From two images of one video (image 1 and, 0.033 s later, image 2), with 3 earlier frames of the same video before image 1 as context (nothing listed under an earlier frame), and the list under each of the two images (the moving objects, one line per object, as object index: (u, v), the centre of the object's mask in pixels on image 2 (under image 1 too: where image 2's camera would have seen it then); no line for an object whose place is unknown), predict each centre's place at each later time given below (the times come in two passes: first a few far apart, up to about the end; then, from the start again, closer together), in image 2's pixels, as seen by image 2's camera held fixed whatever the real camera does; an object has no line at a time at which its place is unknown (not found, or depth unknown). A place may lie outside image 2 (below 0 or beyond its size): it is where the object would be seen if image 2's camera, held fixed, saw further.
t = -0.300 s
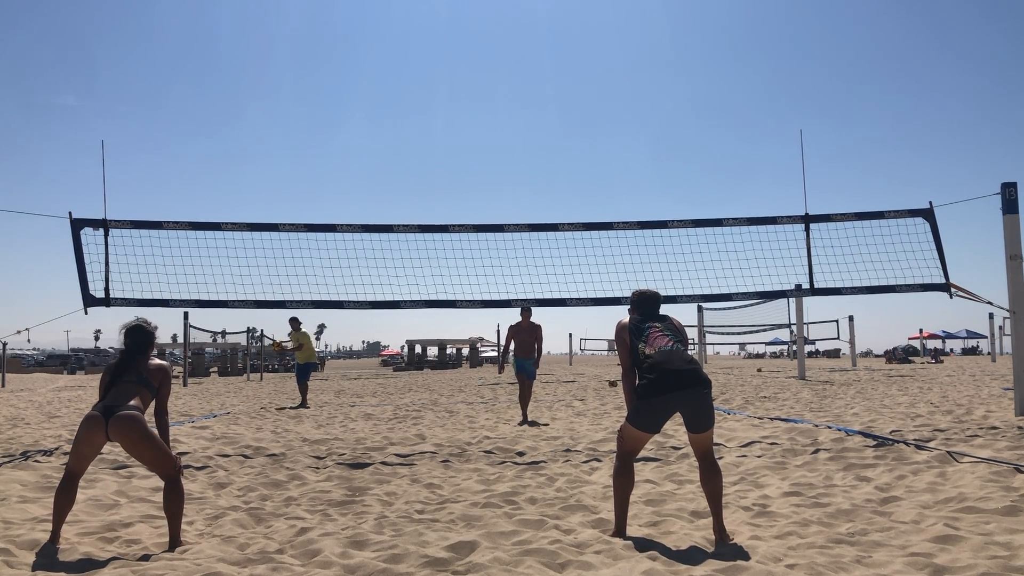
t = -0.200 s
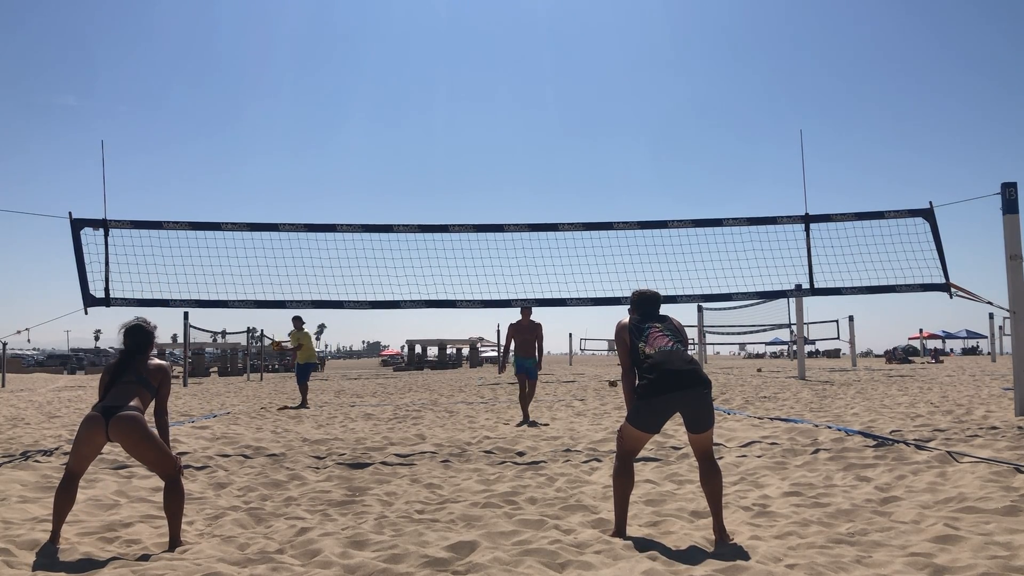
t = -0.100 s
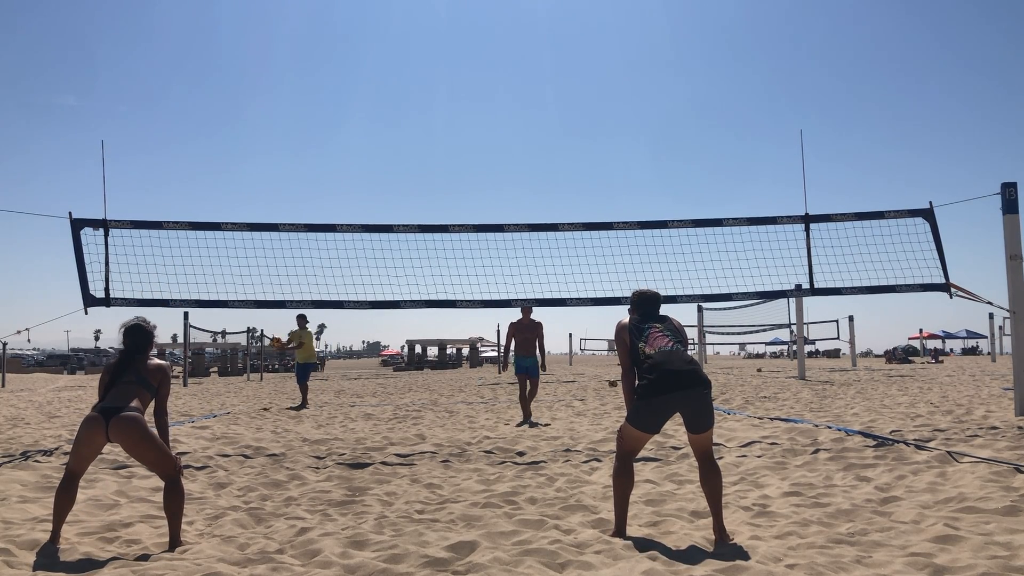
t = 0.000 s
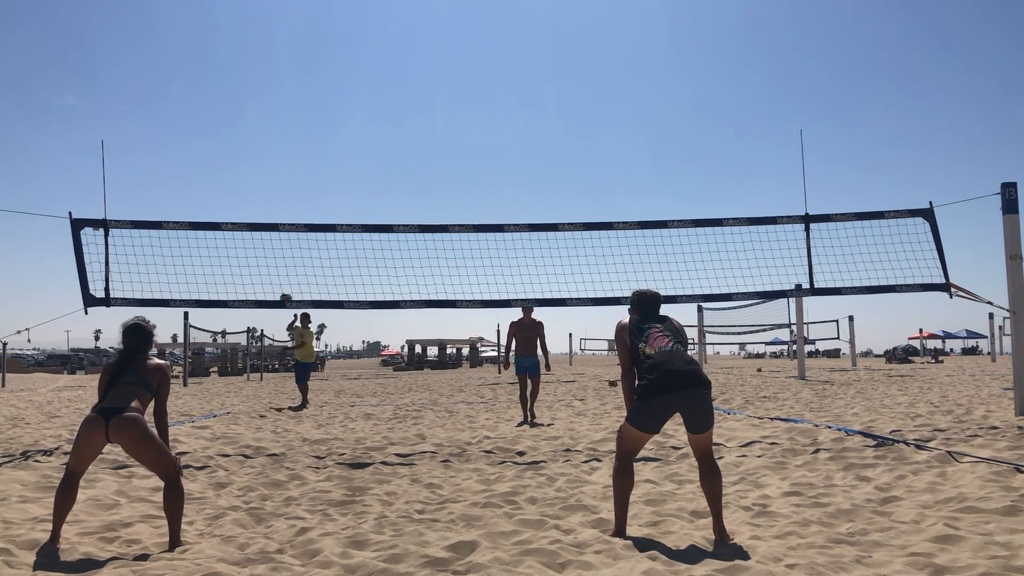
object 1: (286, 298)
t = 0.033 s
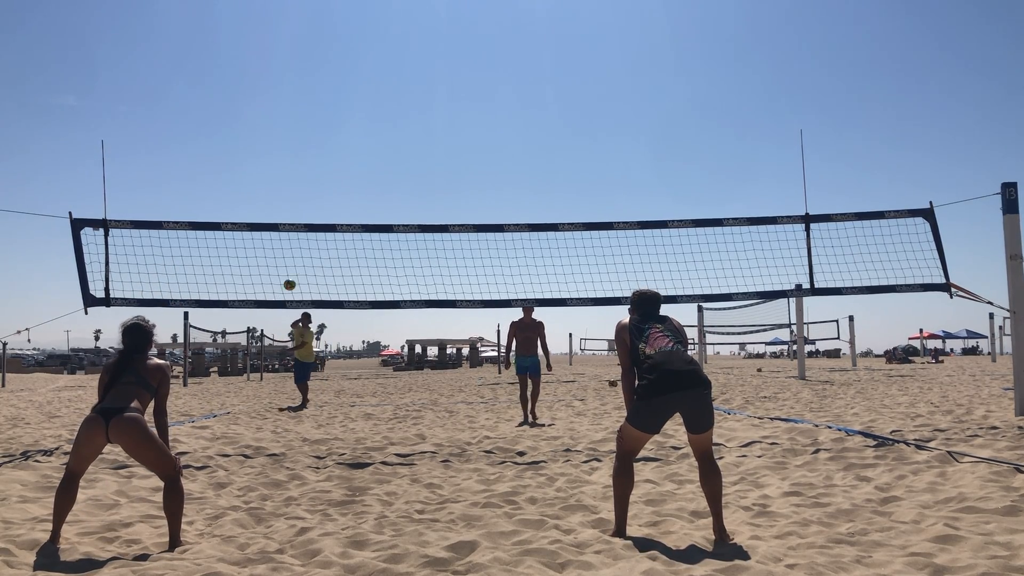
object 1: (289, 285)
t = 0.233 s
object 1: (315, 208)
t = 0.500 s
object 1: (355, 128)
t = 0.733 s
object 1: (397, 82)
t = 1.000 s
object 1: (452, 77)
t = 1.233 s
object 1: (511, 132)
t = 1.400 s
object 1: (561, 223)
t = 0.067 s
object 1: (293, 271)
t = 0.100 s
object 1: (297, 258)
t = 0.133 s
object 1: (301, 245)
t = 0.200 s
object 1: (310, 219)
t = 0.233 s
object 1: (315, 208)
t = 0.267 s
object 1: (319, 196)
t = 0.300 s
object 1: (324, 185)
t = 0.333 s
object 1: (329, 175)
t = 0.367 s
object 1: (335, 164)
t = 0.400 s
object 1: (340, 154)
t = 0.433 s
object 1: (345, 145)
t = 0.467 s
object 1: (350, 136)
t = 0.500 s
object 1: (355, 128)
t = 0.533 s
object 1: (361, 119)
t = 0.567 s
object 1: (366, 112)
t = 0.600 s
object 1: (372, 105)
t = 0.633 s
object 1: (378, 98)
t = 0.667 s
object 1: (384, 92)
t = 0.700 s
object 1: (390, 87)
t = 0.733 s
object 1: (397, 82)
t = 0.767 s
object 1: (403, 79)
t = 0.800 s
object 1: (410, 76)
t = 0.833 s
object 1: (417, 74)
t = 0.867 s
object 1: (424, 73)
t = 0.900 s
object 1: (431, 73)
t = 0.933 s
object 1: (438, 73)
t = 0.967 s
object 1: (445, 75)
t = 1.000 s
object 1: (452, 77)
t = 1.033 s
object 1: (460, 81)
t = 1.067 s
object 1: (468, 86)
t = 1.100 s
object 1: (476, 92)
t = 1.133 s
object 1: (484, 99)
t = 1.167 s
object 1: (493, 109)
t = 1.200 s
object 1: (502, 119)
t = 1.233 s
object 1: (511, 132)
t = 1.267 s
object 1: (520, 146)
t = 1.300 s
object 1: (530, 162)
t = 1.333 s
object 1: (540, 180)
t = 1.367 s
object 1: (550, 200)
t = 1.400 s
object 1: (561, 223)
